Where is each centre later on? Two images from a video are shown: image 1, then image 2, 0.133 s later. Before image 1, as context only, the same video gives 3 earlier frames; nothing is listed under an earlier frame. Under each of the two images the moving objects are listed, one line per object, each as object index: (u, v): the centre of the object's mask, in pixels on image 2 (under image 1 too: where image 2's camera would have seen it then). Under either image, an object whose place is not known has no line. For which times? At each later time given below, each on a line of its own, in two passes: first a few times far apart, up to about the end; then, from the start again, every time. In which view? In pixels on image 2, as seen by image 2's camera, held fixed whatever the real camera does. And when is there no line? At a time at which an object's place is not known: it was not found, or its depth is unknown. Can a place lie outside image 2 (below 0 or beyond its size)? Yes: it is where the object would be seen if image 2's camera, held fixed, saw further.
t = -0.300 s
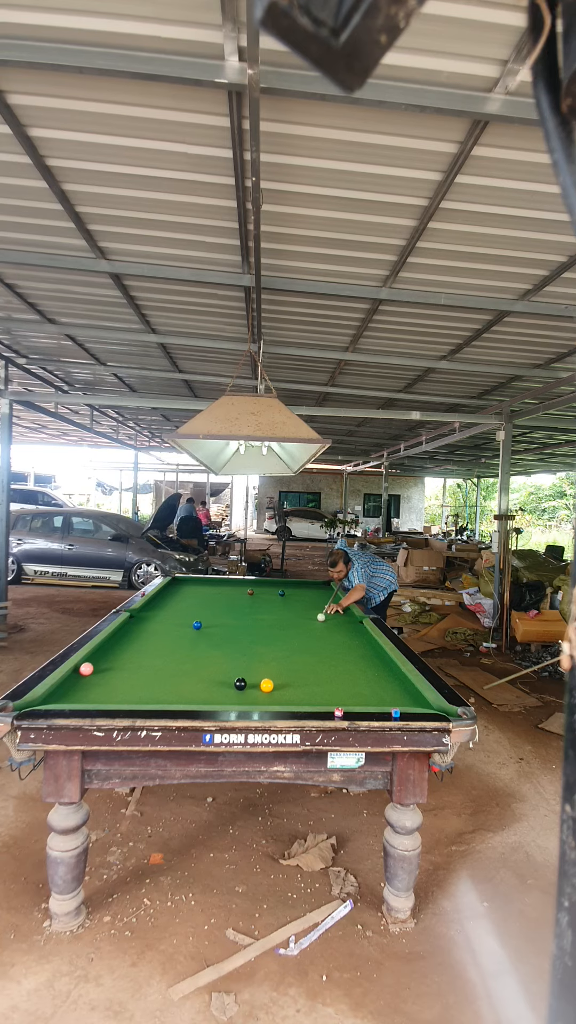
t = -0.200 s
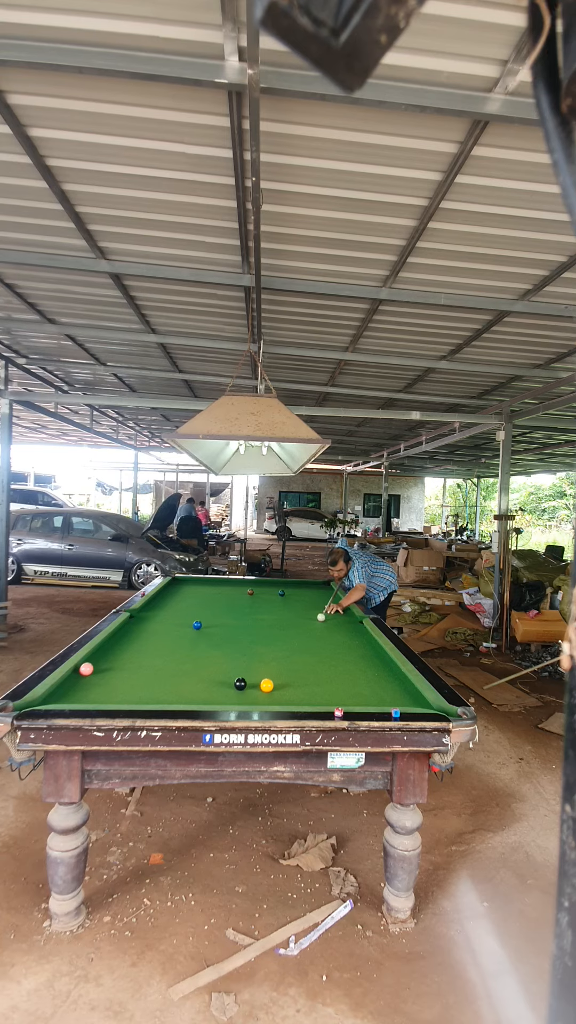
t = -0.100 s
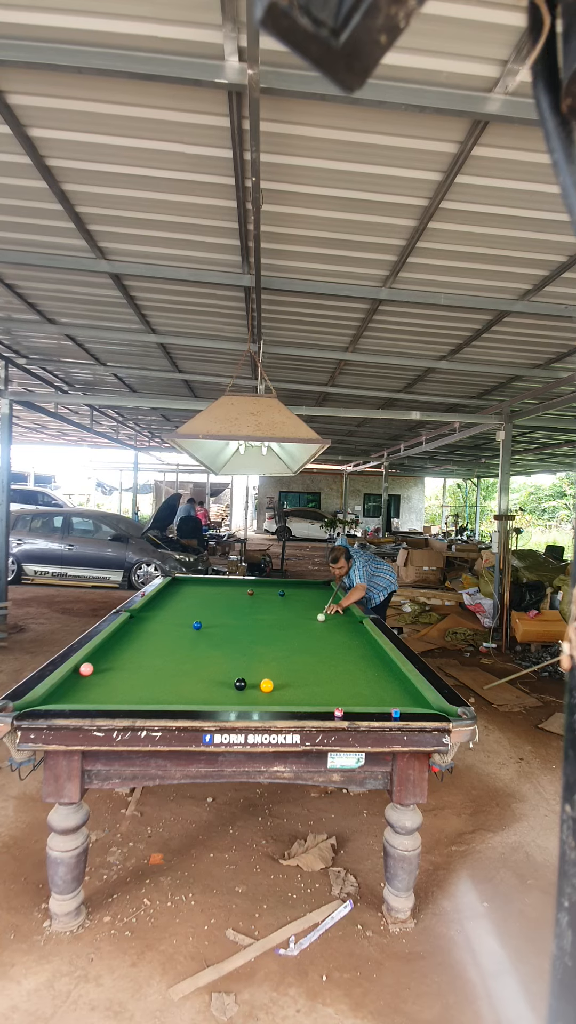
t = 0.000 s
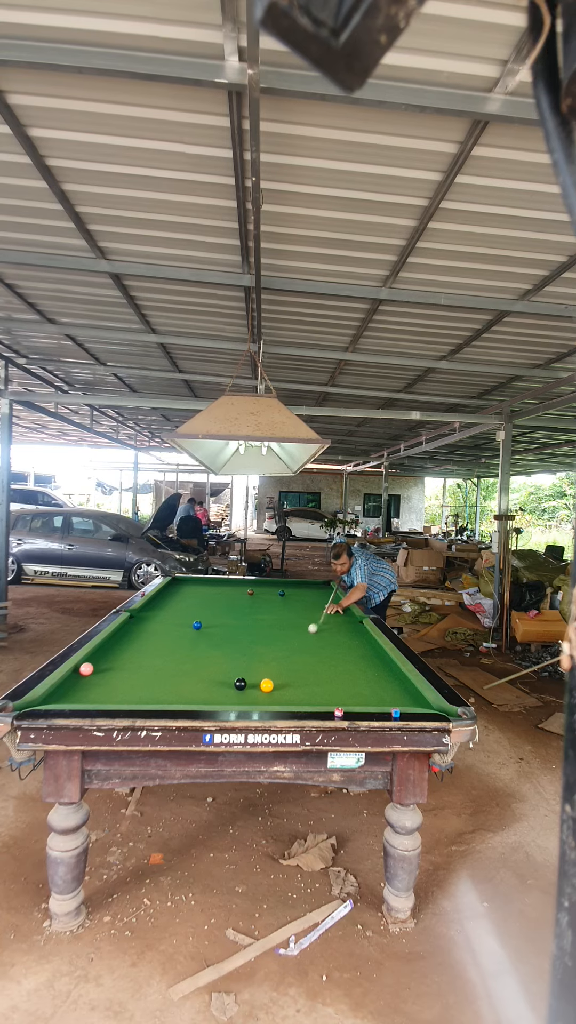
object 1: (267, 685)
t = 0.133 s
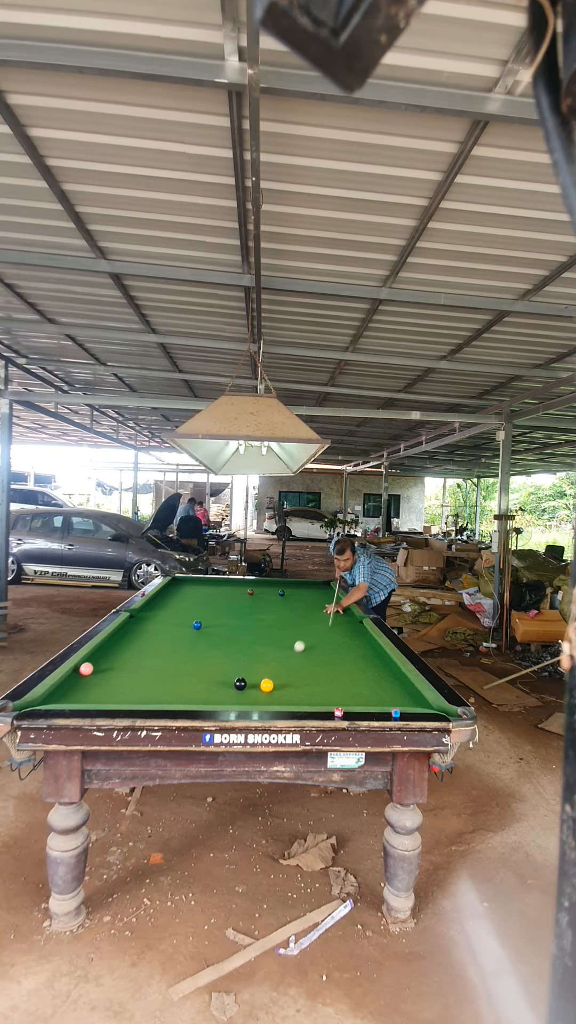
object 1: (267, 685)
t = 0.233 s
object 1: (267, 686)
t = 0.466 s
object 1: (240, 701)
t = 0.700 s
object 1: (218, 689)
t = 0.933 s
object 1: (205, 673)
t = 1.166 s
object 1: (193, 660)
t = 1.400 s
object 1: (183, 650)
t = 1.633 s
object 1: (174, 640)
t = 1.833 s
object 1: (168, 634)
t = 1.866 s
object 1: (167, 633)
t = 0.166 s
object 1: (267, 686)
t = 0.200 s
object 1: (267, 686)
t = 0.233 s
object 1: (267, 686)
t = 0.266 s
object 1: (267, 685)
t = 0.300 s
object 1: (267, 685)
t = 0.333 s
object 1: (266, 686)
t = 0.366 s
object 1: (263, 687)
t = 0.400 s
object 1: (256, 692)
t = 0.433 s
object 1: (248, 697)
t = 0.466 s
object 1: (240, 701)
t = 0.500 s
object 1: (234, 703)
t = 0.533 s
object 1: (230, 702)
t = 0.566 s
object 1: (228, 700)
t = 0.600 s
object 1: (225, 697)
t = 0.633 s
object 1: (223, 695)
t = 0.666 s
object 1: (221, 692)
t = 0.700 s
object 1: (218, 689)
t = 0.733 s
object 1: (216, 687)
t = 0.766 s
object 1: (214, 684)
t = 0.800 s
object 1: (212, 682)
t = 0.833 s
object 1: (210, 680)
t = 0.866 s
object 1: (208, 678)
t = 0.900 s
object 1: (207, 675)
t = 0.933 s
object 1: (205, 673)
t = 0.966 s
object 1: (203, 671)
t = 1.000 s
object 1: (201, 669)
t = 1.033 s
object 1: (199, 667)
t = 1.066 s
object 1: (198, 666)
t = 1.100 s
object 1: (196, 664)
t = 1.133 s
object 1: (194, 662)
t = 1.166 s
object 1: (193, 660)
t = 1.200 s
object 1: (191, 659)
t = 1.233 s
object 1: (190, 657)
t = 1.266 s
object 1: (188, 655)
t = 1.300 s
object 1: (187, 654)
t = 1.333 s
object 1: (185, 652)
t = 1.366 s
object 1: (184, 651)
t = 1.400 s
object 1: (183, 650)
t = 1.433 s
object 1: (181, 648)
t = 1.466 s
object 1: (180, 647)
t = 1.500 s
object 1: (179, 646)
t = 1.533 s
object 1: (178, 644)
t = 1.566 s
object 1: (176, 643)
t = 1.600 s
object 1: (175, 642)
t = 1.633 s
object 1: (174, 640)
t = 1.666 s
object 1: (173, 639)
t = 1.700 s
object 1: (172, 638)
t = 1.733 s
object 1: (171, 637)
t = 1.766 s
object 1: (170, 636)
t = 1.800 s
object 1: (169, 635)
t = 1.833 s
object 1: (168, 634)
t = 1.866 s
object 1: (167, 633)
